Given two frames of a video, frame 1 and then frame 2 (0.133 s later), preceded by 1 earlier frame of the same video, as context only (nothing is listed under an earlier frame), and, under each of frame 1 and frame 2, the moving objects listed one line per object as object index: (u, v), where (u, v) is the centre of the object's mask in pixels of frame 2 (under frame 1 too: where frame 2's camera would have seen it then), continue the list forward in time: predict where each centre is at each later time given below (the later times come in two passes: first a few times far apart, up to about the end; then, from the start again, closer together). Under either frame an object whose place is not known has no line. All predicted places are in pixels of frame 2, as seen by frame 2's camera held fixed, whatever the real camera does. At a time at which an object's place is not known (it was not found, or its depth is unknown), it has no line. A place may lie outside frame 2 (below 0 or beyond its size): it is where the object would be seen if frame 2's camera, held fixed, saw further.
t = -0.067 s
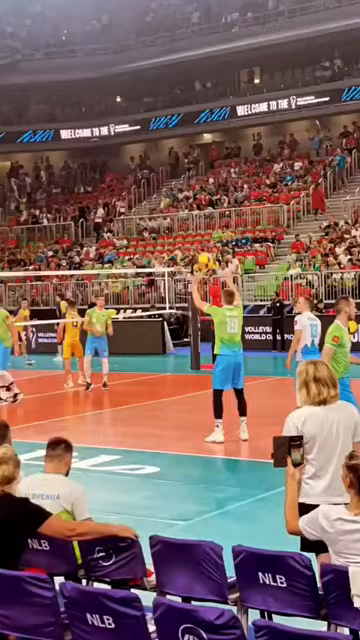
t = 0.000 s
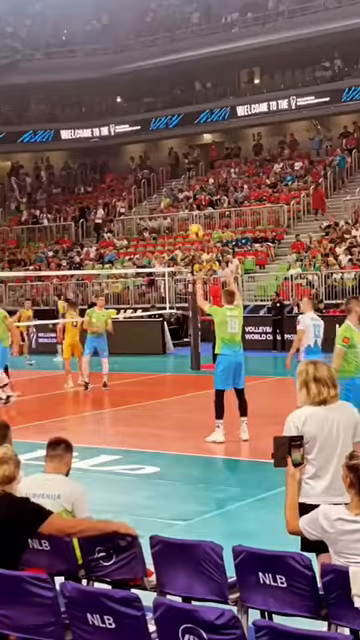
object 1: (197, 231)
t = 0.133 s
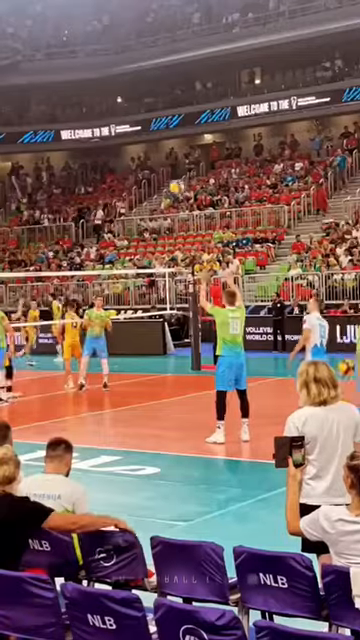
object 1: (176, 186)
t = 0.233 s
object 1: (163, 164)
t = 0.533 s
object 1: (130, 141)
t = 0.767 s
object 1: (109, 161)
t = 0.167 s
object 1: (172, 178)
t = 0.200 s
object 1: (168, 171)
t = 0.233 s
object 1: (163, 164)
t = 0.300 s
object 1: (155, 154)
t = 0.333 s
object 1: (151, 149)
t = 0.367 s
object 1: (147, 146)
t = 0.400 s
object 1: (143, 143)
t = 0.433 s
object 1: (140, 142)
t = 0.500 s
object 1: (133, 141)
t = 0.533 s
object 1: (130, 141)
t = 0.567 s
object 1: (126, 142)
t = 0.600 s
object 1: (123, 144)
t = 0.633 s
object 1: (120, 146)
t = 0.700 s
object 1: (114, 152)
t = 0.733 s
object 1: (112, 156)
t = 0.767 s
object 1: (109, 161)
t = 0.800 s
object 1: (106, 166)
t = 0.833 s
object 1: (104, 171)
